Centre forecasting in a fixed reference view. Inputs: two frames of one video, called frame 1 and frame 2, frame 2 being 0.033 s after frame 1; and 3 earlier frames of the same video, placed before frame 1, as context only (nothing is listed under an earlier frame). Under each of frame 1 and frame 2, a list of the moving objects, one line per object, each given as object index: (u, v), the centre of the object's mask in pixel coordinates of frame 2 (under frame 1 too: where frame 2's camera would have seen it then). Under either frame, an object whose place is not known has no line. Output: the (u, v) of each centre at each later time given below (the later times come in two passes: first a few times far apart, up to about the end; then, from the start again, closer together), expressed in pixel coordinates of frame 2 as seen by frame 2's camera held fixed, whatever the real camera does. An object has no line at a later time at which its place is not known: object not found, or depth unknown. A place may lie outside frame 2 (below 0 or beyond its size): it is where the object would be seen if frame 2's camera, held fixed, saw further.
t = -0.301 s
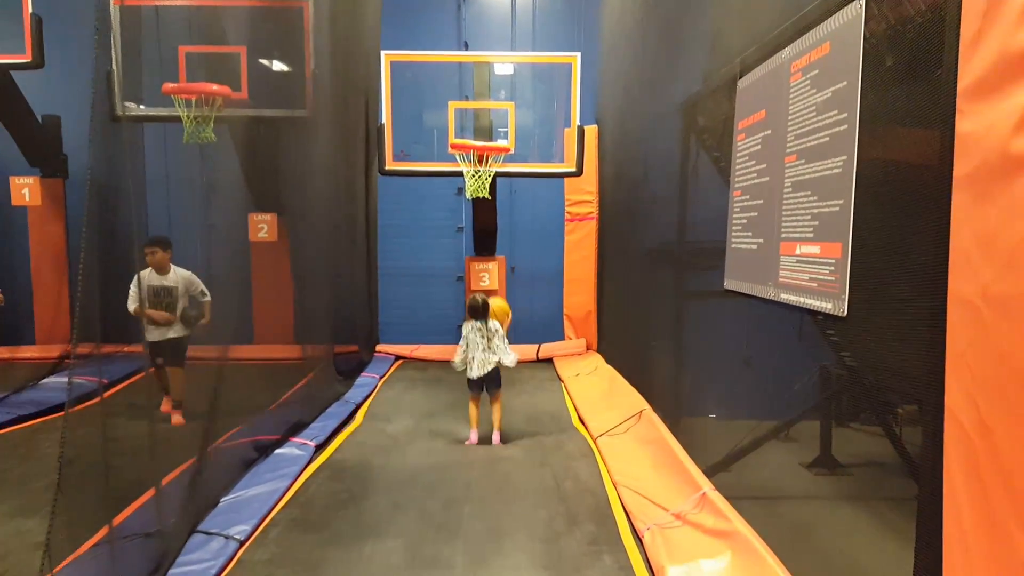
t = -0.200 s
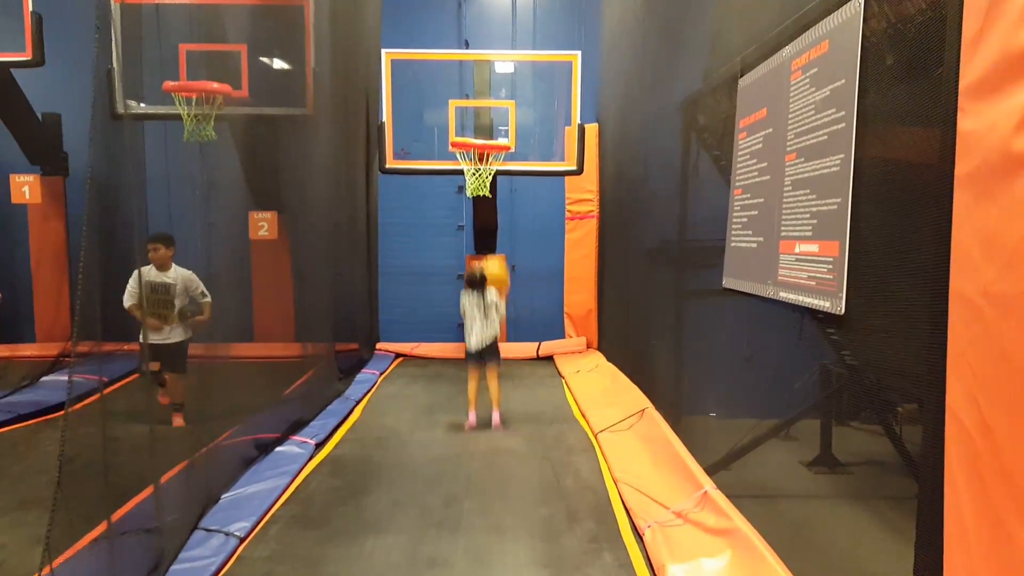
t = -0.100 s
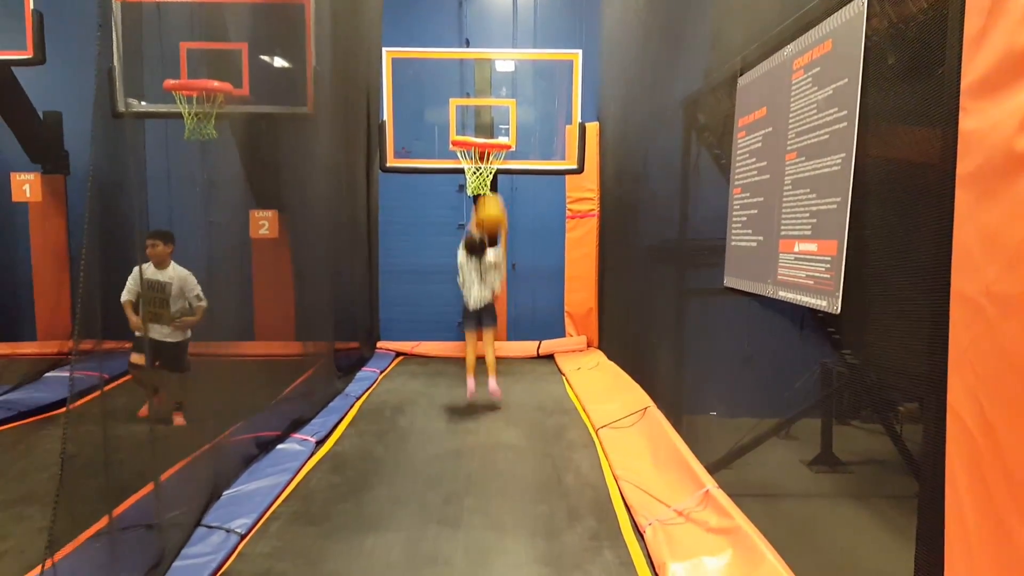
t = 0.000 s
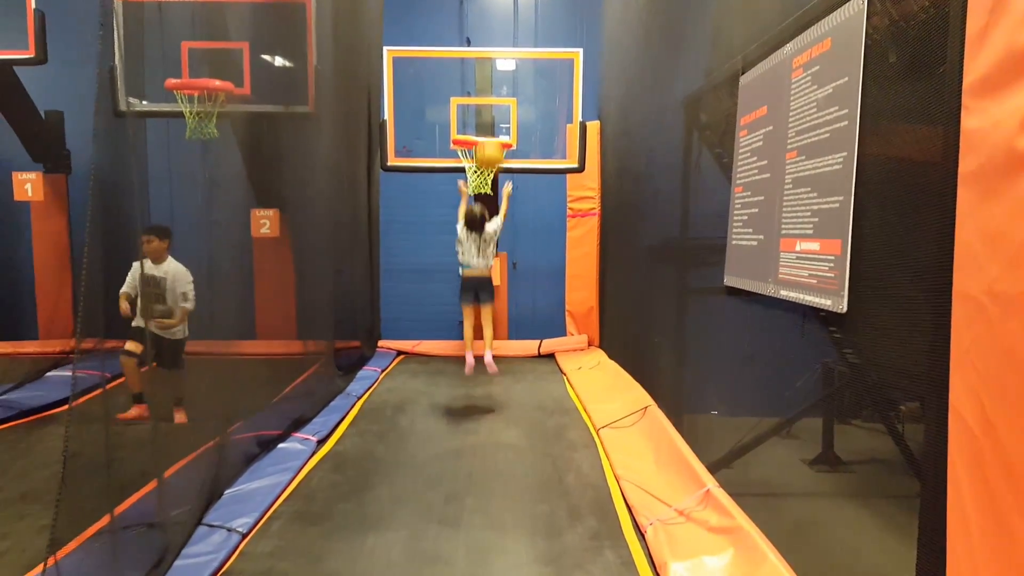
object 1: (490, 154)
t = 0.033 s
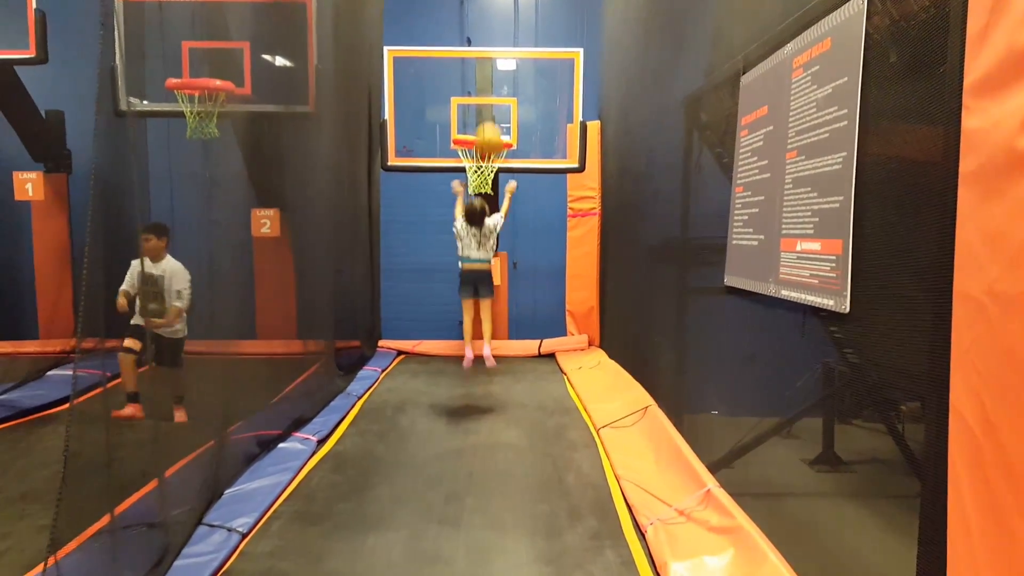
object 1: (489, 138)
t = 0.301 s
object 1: (481, 67)
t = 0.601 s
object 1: (474, 87)
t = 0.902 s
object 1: (498, 159)
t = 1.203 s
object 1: (496, 173)
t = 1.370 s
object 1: (473, 204)
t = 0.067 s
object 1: (488, 123)
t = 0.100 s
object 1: (487, 114)
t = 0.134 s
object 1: (486, 101)
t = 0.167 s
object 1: (485, 91)
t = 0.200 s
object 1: (484, 83)
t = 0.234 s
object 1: (483, 76)
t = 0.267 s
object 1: (482, 71)
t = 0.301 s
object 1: (481, 67)
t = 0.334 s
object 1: (481, 65)
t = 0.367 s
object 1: (480, 63)
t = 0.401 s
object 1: (479, 63)
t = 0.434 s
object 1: (478, 65)
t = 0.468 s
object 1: (477, 66)
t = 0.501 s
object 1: (477, 70)
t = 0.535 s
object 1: (476, 74)
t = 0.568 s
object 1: (475, 80)
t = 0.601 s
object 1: (474, 87)
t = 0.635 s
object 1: (474, 97)
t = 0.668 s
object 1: (473, 108)
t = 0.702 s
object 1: (473, 120)
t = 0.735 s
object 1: (472, 125)
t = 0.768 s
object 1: (476, 130)
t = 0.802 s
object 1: (481, 133)
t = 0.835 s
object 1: (488, 155)
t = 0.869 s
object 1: (493, 157)
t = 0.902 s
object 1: (498, 159)
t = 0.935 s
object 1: (503, 158)
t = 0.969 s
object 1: (504, 159)
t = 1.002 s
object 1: (508, 160)
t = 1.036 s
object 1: (507, 159)
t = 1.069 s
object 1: (507, 159)
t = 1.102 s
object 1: (506, 160)
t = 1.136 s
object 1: (500, 162)
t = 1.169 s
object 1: (496, 166)
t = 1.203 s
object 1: (496, 173)
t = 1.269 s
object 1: (485, 195)
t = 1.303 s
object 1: (481, 197)
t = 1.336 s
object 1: (477, 200)
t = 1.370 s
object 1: (473, 204)
